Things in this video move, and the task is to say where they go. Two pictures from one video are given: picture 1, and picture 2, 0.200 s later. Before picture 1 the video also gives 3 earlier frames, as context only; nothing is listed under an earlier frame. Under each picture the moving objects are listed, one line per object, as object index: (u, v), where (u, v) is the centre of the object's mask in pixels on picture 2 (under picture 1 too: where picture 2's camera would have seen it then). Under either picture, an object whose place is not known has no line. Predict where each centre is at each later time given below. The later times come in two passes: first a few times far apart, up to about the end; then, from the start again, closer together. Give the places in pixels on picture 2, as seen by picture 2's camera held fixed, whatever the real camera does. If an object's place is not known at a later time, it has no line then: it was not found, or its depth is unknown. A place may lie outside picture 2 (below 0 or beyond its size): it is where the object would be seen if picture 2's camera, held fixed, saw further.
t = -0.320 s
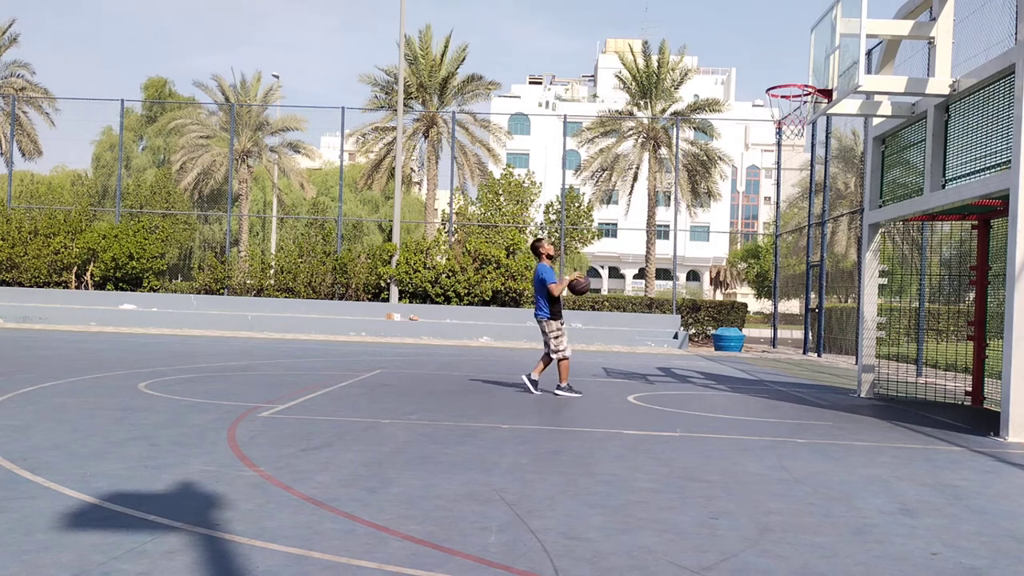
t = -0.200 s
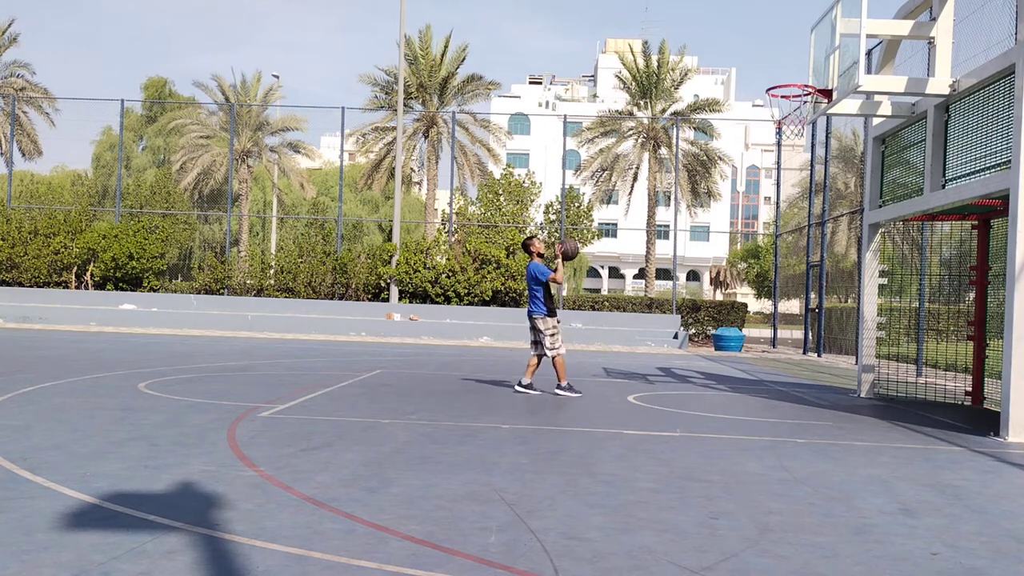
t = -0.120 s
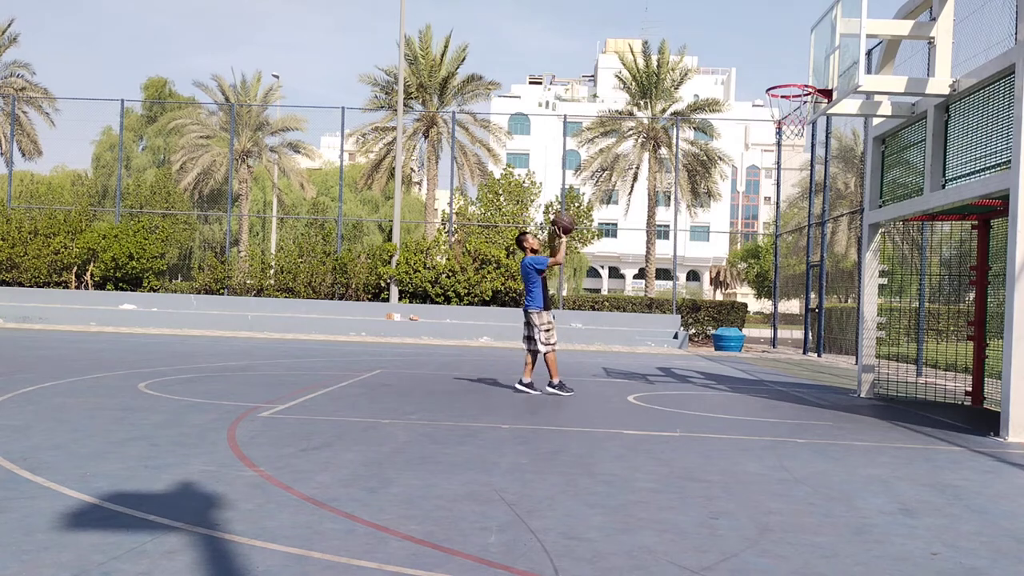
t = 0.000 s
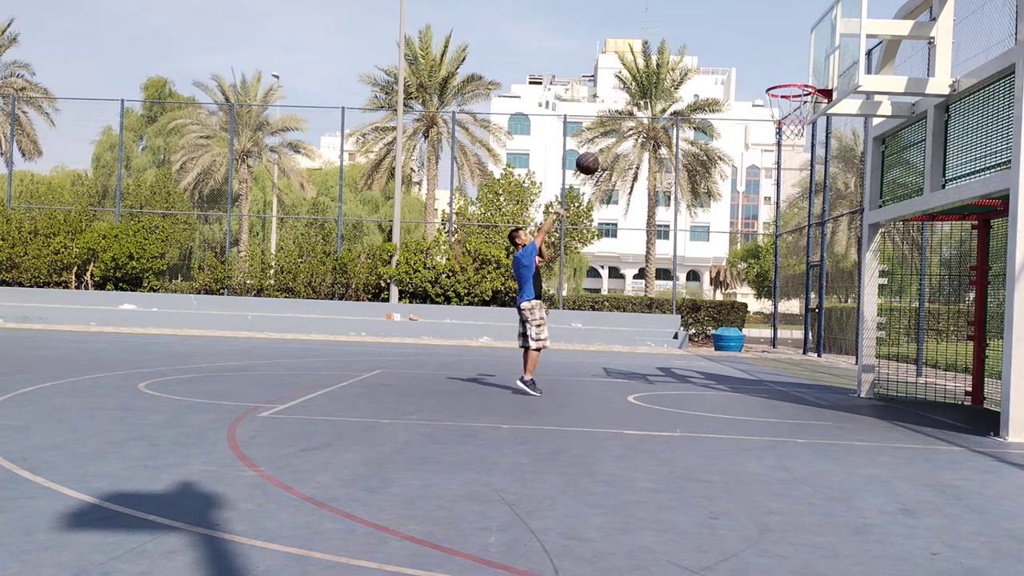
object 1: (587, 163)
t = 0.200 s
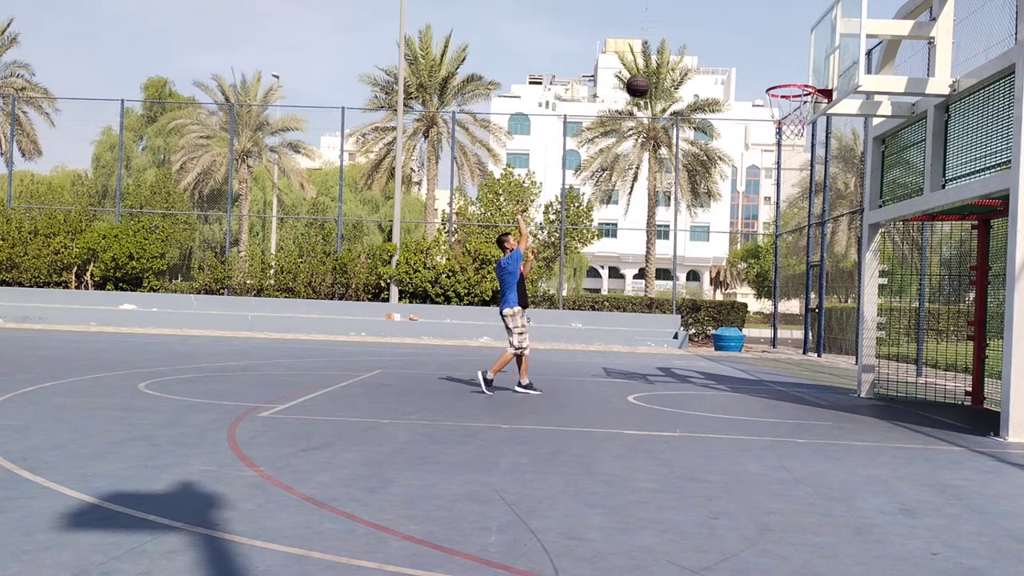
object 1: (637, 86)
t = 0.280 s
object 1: (657, 65)
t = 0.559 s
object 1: (725, 41)
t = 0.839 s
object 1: (790, 96)
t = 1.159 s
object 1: (835, 174)
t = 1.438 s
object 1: (868, 310)
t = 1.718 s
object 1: (877, 325)
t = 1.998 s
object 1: (865, 231)
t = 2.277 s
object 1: (850, 214)
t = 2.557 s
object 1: (832, 276)
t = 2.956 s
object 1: (812, 339)
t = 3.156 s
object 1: (811, 288)
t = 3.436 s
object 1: (807, 282)
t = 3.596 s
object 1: (803, 313)
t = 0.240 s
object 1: (648, 74)
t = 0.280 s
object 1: (657, 65)
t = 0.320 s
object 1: (667, 57)
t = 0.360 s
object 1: (677, 50)
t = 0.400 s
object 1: (687, 45)
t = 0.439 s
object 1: (697, 42)
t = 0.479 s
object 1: (706, 40)
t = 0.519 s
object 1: (716, 40)
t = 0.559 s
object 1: (725, 41)
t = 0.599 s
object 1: (734, 44)
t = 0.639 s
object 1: (744, 48)
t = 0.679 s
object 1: (753, 54)
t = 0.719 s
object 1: (762, 61)
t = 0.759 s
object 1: (772, 70)
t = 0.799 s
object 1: (780, 78)
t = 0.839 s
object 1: (790, 96)
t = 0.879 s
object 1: (799, 107)
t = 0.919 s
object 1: (807, 118)
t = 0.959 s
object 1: (812, 124)
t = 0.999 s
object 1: (817, 130)
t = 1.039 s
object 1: (822, 138)
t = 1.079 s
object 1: (826, 148)
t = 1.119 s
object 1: (831, 160)
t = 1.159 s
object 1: (835, 174)
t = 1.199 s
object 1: (840, 188)
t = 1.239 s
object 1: (845, 204)
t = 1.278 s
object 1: (849, 221)
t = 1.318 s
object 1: (854, 241)
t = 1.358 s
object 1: (858, 263)
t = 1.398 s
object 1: (863, 285)
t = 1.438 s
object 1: (868, 310)
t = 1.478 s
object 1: (872, 335)
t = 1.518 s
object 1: (877, 363)
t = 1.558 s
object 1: (881, 393)
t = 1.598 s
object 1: (882, 389)
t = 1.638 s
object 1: (880, 366)
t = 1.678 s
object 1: (878, 345)
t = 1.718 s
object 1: (877, 325)
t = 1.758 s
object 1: (875, 307)
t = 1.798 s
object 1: (874, 290)
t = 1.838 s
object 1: (872, 275)
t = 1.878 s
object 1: (870, 262)
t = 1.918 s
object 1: (868, 250)
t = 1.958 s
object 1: (866, 240)
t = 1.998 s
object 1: (865, 231)
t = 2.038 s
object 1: (862, 224)
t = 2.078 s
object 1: (860, 219)
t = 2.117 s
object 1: (858, 214)
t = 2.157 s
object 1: (856, 212)
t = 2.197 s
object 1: (854, 211)
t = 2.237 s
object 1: (852, 212)
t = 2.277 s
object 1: (850, 214)
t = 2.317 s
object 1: (847, 218)
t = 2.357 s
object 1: (844, 224)
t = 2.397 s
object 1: (842, 231)
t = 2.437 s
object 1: (840, 240)
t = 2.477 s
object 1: (837, 250)
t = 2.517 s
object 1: (834, 262)
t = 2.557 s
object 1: (832, 276)
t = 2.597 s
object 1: (829, 291)
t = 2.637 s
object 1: (826, 306)
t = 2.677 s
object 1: (824, 325)
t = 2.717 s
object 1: (820, 344)
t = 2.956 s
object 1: (812, 339)
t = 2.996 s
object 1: (812, 325)
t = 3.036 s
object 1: (812, 314)
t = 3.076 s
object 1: (812, 304)
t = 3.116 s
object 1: (811, 296)
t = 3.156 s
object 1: (811, 288)
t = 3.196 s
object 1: (810, 283)
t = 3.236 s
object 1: (810, 279)
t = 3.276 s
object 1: (810, 276)
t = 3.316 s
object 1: (809, 276)
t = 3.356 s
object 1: (809, 276)
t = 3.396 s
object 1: (808, 279)
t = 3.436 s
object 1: (807, 282)
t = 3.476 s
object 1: (806, 288)
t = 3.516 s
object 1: (806, 294)
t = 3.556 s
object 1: (805, 303)
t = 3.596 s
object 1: (803, 313)
